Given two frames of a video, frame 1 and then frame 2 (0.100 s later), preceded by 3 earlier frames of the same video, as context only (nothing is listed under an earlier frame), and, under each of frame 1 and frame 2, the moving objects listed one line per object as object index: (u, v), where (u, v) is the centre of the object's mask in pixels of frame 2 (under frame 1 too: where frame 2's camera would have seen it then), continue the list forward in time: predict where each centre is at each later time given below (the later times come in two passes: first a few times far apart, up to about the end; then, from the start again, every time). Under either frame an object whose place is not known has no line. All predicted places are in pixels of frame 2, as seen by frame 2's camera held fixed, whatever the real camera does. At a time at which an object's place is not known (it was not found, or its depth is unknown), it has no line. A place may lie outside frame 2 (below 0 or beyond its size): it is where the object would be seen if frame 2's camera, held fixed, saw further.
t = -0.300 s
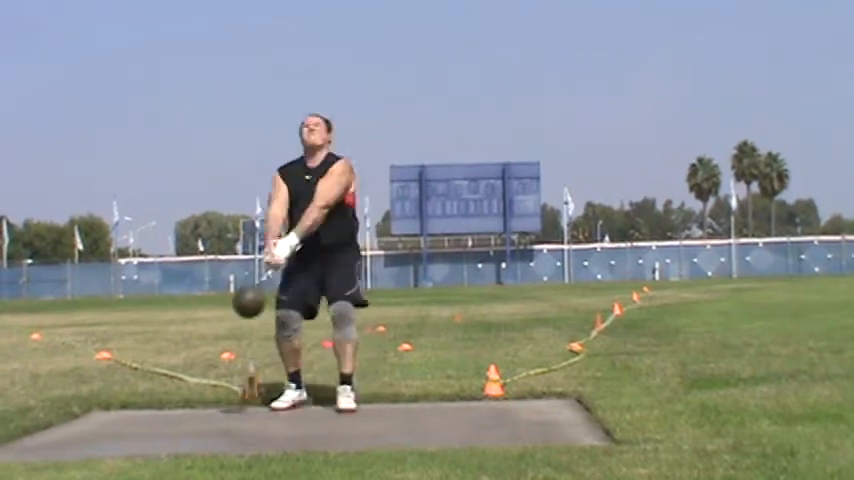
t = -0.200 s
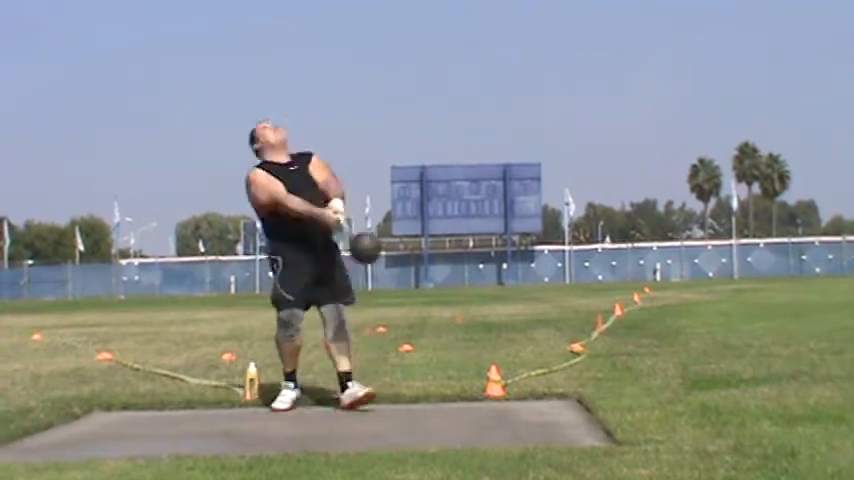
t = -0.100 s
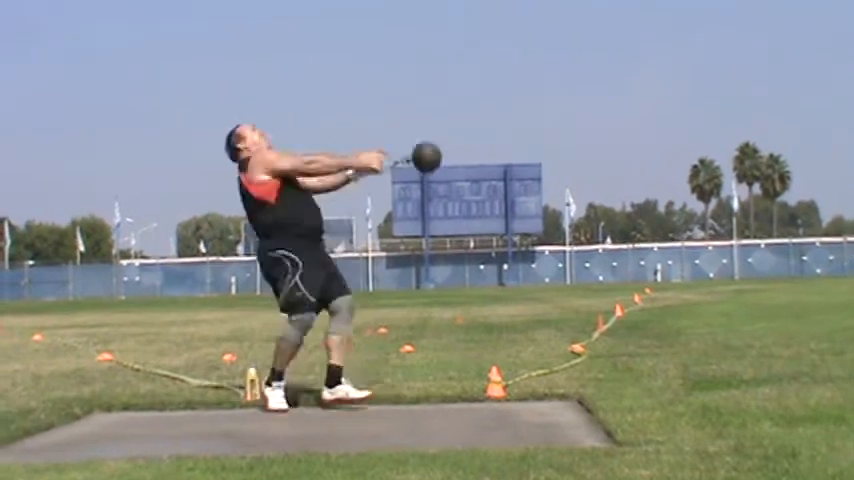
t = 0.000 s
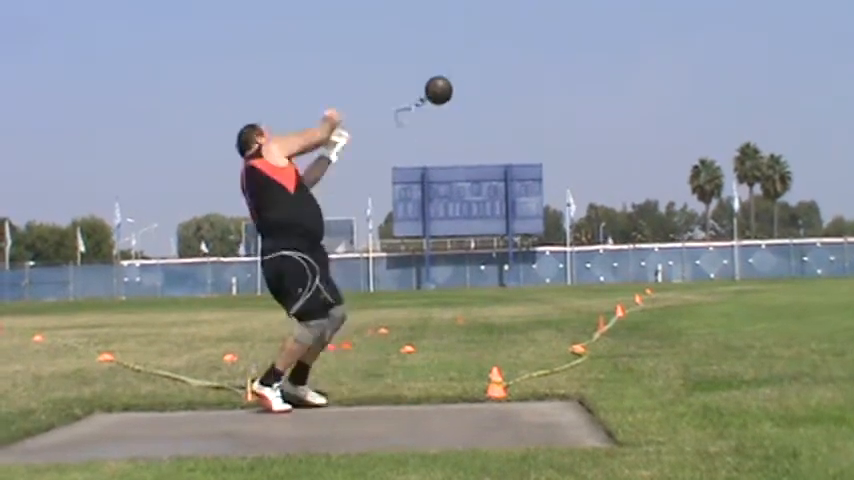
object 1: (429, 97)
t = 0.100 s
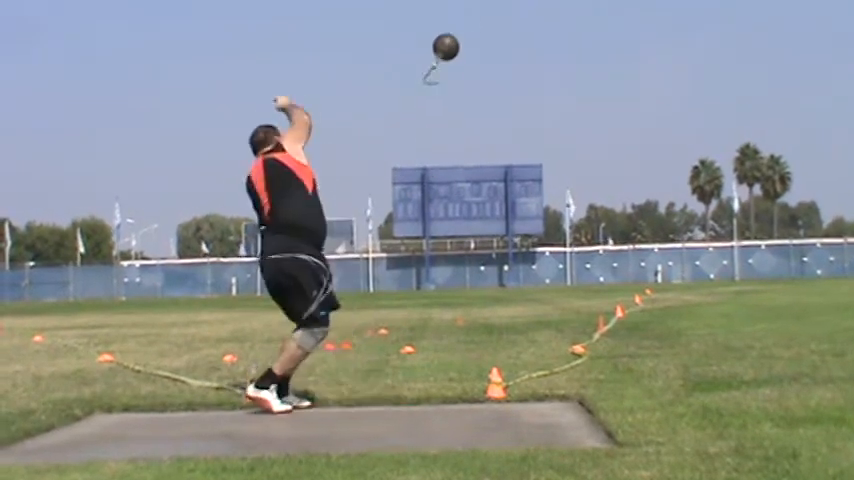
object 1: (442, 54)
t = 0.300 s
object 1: (464, 11)
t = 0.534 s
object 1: (475, 37)
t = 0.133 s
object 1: (446, 44)
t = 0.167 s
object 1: (451, 34)
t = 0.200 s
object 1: (454, 26)
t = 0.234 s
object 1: (460, 19)
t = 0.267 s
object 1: (461, 14)
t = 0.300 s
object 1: (464, 11)
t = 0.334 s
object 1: (466, 10)
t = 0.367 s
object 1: (465, 12)
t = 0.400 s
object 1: (467, 14)
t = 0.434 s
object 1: (469, 17)
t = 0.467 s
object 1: (471, 22)
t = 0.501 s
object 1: (474, 26)
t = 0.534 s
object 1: (475, 37)
